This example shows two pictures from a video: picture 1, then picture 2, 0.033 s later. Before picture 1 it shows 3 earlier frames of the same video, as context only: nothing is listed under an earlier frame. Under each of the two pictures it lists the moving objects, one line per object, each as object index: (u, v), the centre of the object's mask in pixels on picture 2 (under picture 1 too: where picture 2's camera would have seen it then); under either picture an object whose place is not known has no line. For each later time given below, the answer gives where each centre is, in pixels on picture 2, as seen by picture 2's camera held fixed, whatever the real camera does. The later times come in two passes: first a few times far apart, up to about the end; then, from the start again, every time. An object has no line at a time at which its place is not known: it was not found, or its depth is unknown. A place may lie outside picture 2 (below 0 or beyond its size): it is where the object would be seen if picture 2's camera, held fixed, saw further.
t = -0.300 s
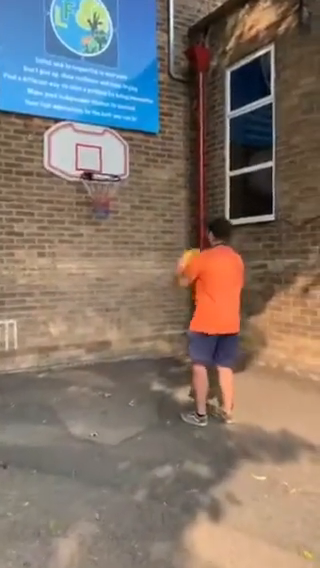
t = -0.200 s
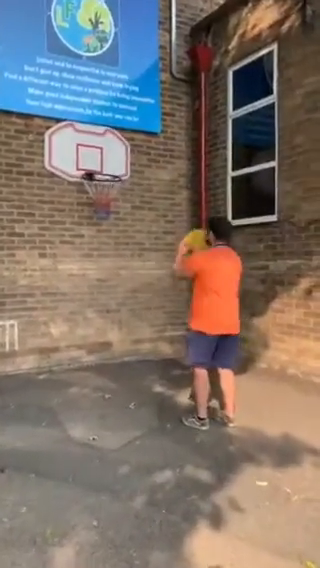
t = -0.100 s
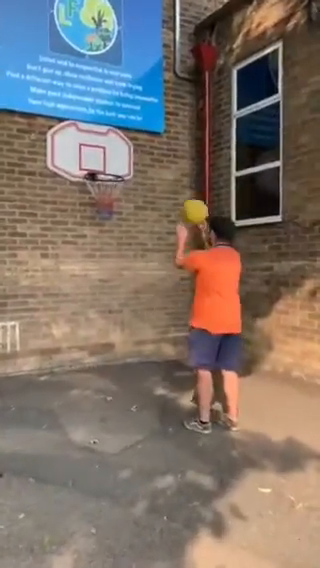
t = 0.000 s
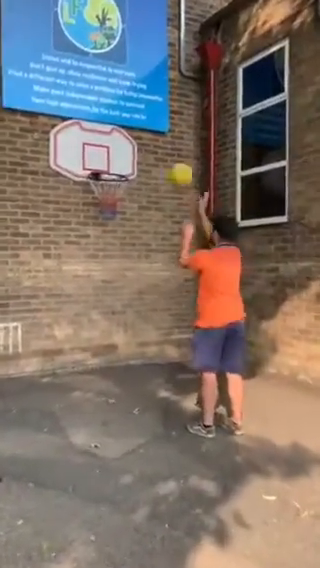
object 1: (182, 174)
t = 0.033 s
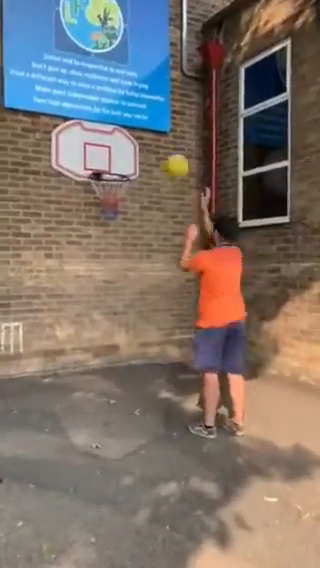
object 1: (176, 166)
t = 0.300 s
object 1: (137, 142)
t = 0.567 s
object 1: (106, 173)
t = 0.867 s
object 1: (110, 222)
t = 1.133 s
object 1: (131, 314)
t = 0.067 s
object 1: (170, 158)
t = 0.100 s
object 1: (166, 152)
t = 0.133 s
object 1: (160, 148)
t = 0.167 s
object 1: (156, 144)
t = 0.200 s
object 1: (151, 141)
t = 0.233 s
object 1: (146, 140)
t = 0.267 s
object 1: (143, 140)
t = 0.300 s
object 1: (137, 142)
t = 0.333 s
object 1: (132, 144)
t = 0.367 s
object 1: (128, 147)
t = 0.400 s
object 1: (125, 150)
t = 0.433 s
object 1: (121, 156)
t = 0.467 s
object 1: (119, 163)
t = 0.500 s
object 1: (113, 170)
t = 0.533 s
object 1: (114, 171)
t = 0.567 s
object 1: (106, 173)
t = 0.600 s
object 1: (99, 181)
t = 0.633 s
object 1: (98, 186)
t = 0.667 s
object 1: (97, 190)
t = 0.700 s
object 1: (97, 193)
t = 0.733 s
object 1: (98, 195)
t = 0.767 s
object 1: (99, 198)
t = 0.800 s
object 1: (105, 210)
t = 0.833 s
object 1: (107, 215)
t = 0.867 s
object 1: (110, 222)
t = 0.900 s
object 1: (113, 230)
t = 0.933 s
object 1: (116, 239)
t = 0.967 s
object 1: (120, 249)
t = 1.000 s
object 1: (122, 260)
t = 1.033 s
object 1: (123, 272)
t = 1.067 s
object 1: (127, 285)
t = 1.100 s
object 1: (129, 299)
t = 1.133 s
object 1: (131, 314)
